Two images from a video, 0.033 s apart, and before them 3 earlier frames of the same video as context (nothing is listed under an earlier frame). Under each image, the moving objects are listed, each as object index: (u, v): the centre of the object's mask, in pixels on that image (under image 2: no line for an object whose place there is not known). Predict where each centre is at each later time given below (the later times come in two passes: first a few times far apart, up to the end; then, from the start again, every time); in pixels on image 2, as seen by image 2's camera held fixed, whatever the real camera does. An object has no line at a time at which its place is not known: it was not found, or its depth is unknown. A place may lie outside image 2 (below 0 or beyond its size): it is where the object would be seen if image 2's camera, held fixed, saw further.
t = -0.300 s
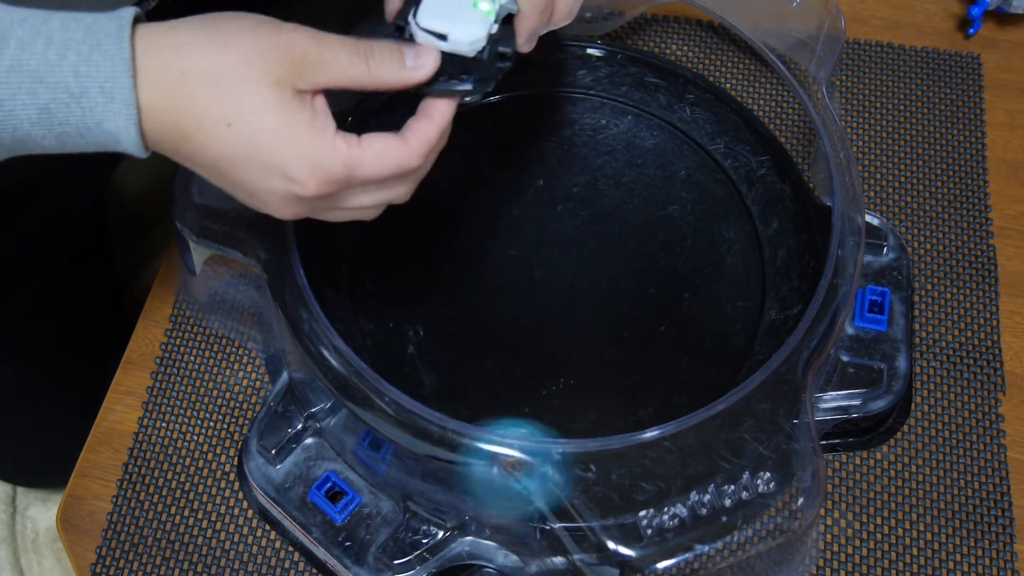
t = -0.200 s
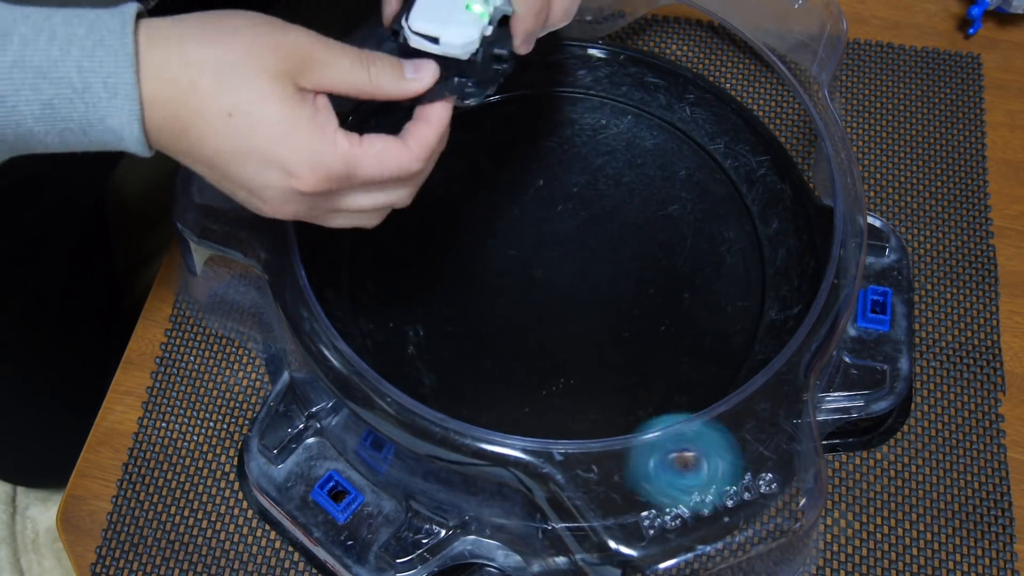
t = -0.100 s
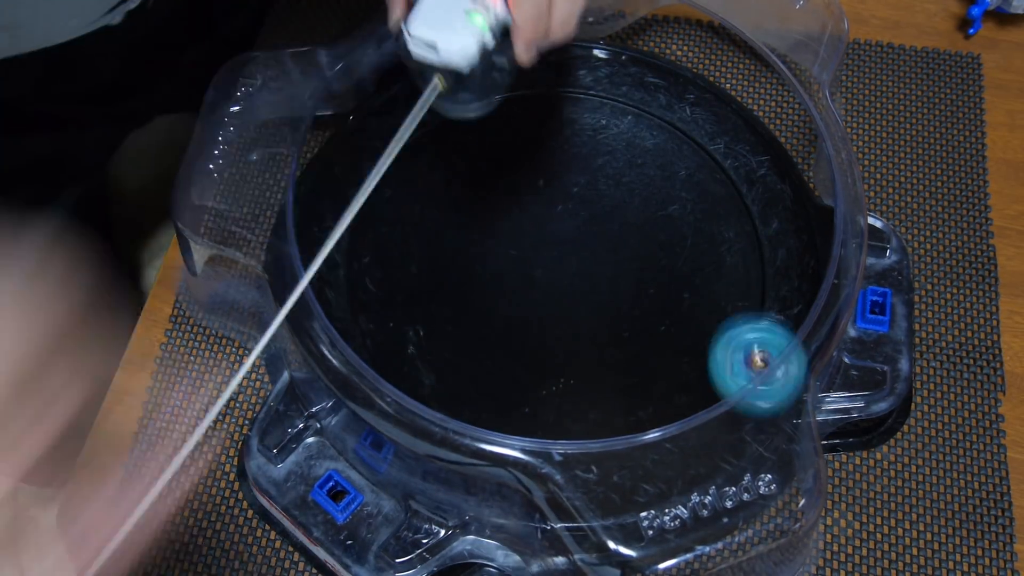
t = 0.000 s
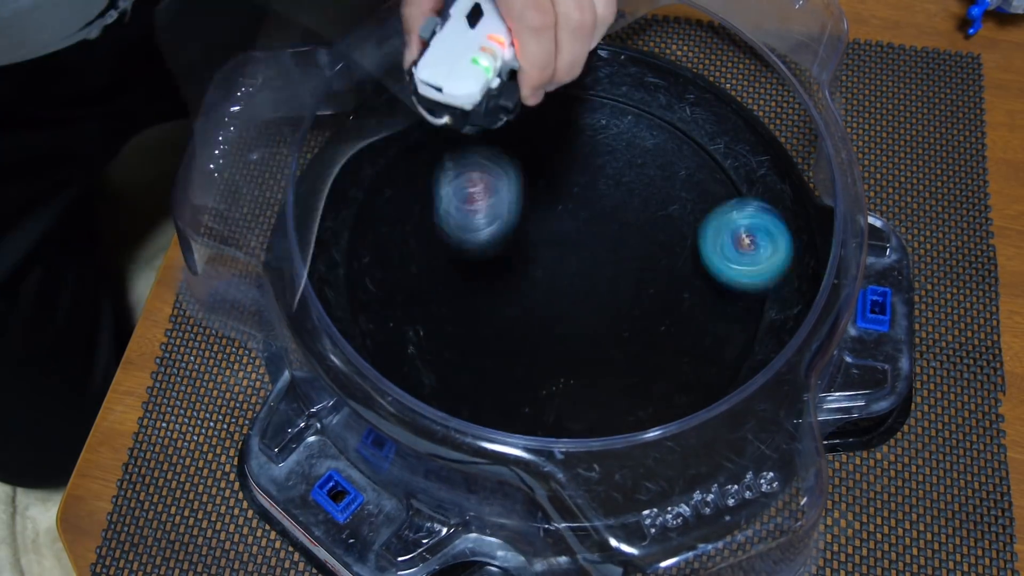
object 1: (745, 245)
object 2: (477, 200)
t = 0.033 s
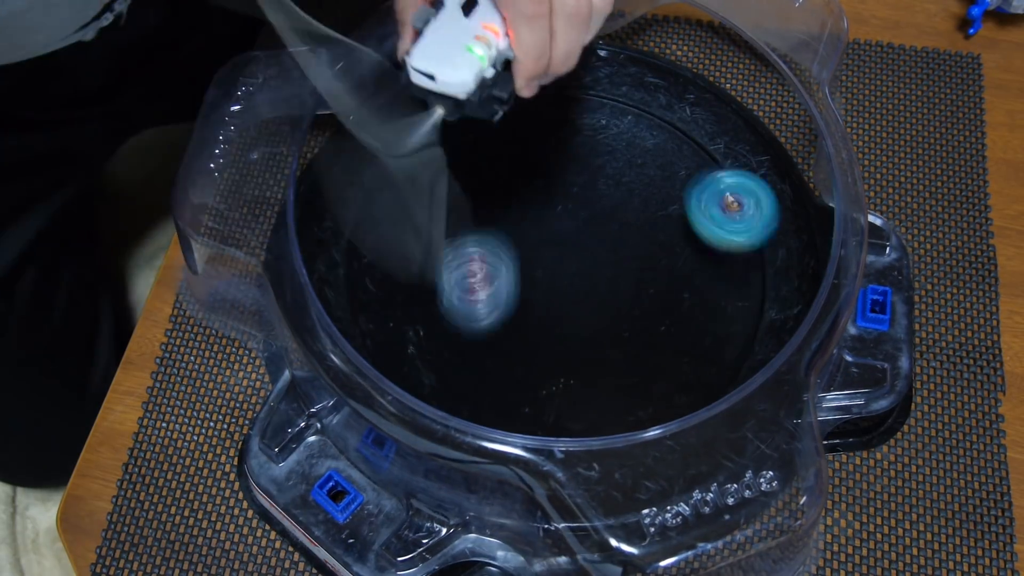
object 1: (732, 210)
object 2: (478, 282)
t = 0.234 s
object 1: (560, 84)
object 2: (528, 393)
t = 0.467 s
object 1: (393, 200)
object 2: (585, 356)
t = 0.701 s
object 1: (500, 388)
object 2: (584, 265)
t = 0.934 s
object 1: (699, 297)
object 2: (500, 224)
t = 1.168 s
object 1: (624, 133)
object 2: (448, 264)
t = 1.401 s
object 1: (458, 174)
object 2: (501, 302)
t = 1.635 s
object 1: (492, 312)
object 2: (577, 246)
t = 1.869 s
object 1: (622, 315)
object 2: (565, 170)
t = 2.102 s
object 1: (647, 232)
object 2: (496, 172)
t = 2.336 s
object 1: (576, 178)
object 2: (491, 250)
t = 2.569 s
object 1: (533, 210)
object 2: (527, 312)
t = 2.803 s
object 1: (585, 233)
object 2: (620, 388)
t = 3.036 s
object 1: (607, 197)
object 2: (694, 327)
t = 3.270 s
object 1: (551, 220)
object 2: (636, 252)
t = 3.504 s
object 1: (511, 292)
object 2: (604, 276)
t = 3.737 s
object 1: (561, 338)
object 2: (609, 258)
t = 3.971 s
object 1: (593, 328)
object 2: (604, 173)
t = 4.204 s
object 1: (554, 268)
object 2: (508, 140)
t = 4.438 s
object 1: (498, 279)
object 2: (459, 159)
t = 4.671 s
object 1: (508, 305)
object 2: (485, 195)
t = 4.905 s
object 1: (570, 275)
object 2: (558, 193)
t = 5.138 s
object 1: (578, 232)
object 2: (605, 139)
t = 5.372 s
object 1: (534, 228)
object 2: (611, 153)
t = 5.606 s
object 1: (542, 270)
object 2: (618, 221)
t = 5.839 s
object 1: (566, 292)
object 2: (676, 259)
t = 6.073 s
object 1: (556, 272)
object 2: (718, 261)
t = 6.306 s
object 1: (532, 248)
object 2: (666, 265)
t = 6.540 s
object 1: (509, 243)
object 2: (583, 306)
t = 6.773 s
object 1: (502, 247)
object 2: (560, 332)
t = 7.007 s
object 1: (558, 237)
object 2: (534, 319)
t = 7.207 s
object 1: (586, 206)
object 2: (516, 294)
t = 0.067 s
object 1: (712, 176)
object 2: (483, 311)
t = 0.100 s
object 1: (687, 147)
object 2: (491, 316)
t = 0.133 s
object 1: (659, 123)
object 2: (499, 331)
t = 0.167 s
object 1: (628, 105)
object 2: (509, 354)
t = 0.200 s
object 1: (594, 92)
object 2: (519, 385)
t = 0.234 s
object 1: (560, 84)
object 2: (528, 393)
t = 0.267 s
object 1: (526, 84)
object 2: (537, 394)
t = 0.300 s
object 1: (496, 91)
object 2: (546, 398)
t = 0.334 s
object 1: (468, 106)
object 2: (553, 396)
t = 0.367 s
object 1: (445, 123)
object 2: (560, 389)
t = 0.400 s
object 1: (423, 145)
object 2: (569, 379)
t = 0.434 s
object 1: (406, 170)
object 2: (577, 368)
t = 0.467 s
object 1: (393, 200)
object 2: (585, 356)
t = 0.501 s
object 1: (386, 232)
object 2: (591, 343)
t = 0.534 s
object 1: (387, 266)
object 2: (596, 330)
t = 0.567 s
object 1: (396, 299)
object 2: (598, 317)
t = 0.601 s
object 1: (412, 330)
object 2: (597, 303)
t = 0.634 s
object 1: (437, 357)
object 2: (595, 289)
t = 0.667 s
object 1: (465, 376)
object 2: (590, 277)
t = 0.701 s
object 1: (500, 388)
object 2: (584, 265)
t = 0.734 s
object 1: (536, 395)
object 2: (574, 255)
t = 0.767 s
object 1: (572, 394)
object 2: (564, 245)
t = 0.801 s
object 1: (607, 386)
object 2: (551, 237)
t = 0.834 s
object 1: (638, 371)
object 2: (539, 231)
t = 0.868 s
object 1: (665, 350)
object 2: (525, 227)
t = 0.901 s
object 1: (686, 325)
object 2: (512, 224)
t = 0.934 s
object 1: (699, 297)
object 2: (500, 224)
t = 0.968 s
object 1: (705, 269)
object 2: (489, 225)
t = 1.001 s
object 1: (706, 239)
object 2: (479, 229)
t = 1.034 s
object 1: (700, 212)
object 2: (470, 234)
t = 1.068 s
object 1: (688, 188)
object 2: (462, 240)
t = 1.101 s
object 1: (669, 165)
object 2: (455, 248)
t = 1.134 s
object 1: (648, 147)
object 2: (451, 256)
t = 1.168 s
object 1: (624, 133)
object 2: (448, 264)
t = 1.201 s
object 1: (596, 125)
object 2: (449, 273)
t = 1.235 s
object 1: (568, 121)
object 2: (451, 282)
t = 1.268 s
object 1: (541, 122)
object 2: (457, 290)
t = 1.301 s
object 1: (515, 128)
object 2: (465, 296)
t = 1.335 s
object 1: (493, 140)
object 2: (476, 300)
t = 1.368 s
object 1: (473, 156)
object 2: (488, 303)
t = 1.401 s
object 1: (458, 174)
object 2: (501, 302)
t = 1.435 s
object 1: (448, 195)
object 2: (513, 300)
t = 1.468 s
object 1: (443, 218)
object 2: (525, 294)
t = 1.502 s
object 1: (444, 241)
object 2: (538, 286)
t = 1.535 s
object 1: (451, 262)
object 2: (550, 278)
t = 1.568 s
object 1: (461, 282)
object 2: (561, 269)
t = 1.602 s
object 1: (475, 299)
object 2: (570, 258)
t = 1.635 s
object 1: (492, 312)
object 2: (577, 246)
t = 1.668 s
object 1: (512, 323)
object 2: (582, 234)
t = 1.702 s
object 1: (533, 329)
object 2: (585, 221)
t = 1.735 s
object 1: (554, 332)
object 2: (584, 208)
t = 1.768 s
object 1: (575, 332)
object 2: (582, 196)
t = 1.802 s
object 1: (593, 328)
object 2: (578, 186)
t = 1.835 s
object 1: (609, 322)
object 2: (572, 177)
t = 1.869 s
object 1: (622, 315)
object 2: (565, 170)
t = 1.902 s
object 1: (633, 304)
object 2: (556, 165)
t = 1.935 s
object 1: (641, 294)
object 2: (547, 162)
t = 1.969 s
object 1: (648, 282)
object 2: (537, 160)
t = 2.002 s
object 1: (651, 269)
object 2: (527, 160)
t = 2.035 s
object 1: (653, 258)
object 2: (516, 162)
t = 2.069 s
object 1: (651, 244)
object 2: (505, 166)
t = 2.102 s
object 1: (647, 232)
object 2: (496, 172)
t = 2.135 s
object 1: (640, 219)
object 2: (490, 181)
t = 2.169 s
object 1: (631, 209)
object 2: (488, 192)
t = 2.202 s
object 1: (619, 199)
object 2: (488, 203)
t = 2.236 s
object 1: (604, 193)
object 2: (492, 214)
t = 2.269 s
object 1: (589, 188)
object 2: (497, 224)
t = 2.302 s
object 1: (575, 185)
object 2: (502, 233)
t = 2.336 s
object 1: (576, 178)
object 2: (491, 250)
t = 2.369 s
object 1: (573, 174)
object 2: (486, 266)
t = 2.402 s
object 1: (567, 173)
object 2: (485, 278)
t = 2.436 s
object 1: (558, 174)
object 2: (489, 288)
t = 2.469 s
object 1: (550, 178)
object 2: (496, 296)
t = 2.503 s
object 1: (542, 187)
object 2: (506, 303)
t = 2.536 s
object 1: (536, 197)
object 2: (516, 308)
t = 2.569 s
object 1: (533, 210)
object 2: (527, 312)
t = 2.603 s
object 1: (533, 224)
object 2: (538, 316)
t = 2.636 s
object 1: (537, 238)
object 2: (549, 318)
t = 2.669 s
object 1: (545, 240)
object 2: (559, 337)
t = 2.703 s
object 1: (554, 238)
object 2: (572, 358)
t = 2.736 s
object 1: (565, 238)
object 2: (587, 374)
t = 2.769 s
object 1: (575, 236)
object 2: (603, 384)
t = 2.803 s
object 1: (585, 233)
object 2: (620, 388)
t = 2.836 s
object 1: (593, 230)
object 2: (636, 388)
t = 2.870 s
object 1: (601, 225)
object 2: (650, 384)
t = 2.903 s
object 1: (606, 219)
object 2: (662, 377)
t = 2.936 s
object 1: (609, 213)
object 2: (673, 368)
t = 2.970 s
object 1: (611, 208)
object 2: (683, 355)
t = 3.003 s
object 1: (609, 201)
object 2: (690, 342)
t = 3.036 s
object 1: (607, 197)
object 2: (694, 327)
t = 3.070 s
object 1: (600, 194)
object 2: (695, 311)
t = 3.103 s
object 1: (593, 193)
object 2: (692, 295)
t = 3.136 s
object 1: (584, 196)
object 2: (684, 281)
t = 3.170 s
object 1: (577, 200)
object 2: (673, 268)
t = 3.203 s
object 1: (570, 208)
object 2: (658, 258)
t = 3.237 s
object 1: (563, 216)
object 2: (642, 251)
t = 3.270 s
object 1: (551, 220)
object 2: (636, 252)
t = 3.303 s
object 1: (540, 227)
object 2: (629, 252)
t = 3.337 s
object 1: (532, 237)
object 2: (622, 255)
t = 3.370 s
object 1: (526, 248)
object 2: (615, 259)
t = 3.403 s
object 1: (517, 259)
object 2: (612, 265)
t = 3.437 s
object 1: (512, 270)
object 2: (610, 270)
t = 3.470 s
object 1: (510, 282)
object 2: (607, 273)
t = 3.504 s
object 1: (511, 292)
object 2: (604, 276)
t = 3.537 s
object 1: (515, 301)
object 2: (601, 276)
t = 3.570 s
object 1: (518, 311)
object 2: (603, 276)
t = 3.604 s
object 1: (525, 318)
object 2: (603, 274)
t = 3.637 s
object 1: (533, 325)
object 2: (604, 271)
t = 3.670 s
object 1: (544, 330)
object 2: (605, 268)
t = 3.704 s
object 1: (552, 335)
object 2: (608, 263)
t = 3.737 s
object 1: (561, 338)
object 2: (609, 258)
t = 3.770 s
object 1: (571, 339)
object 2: (608, 255)
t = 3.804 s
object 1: (581, 336)
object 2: (606, 252)
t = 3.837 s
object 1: (590, 330)
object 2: (604, 250)
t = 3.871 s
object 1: (591, 334)
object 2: (609, 229)
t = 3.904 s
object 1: (592, 336)
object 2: (611, 208)
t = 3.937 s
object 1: (592, 334)
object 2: (610, 188)
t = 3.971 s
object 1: (593, 328)
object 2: (604, 173)
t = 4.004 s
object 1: (594, 321)
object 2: (596, 161)
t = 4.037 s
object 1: (591, 313)
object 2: (585, 153)
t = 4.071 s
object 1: (587, 303)
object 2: (571, 146)
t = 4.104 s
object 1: (581, 294)
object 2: (557, 141)
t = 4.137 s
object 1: (574, 285)
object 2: (541, 138)
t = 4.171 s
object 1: (564, 276)
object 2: (524, 137)
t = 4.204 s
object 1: (554, 268)
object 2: (508, 140)
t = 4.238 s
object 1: (544, 261)
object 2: (493, 146)
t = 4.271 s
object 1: (534, 255)
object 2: (481, 155)
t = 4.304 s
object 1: (522, 250)
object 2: (472, 167)
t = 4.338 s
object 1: (512, 250)
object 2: (469, 177)
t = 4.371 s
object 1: (507, 260)
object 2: (463, 167)
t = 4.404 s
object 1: (503, 270)
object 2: (459, 163)
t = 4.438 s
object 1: (498, 279)
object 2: (459, 159)
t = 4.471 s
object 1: (493, 285)
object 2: (461, 157)
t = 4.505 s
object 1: (490, 290)
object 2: (463, 159)
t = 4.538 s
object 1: (489, 295)
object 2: (467, 164)
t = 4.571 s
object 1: (491, 300)
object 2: (471, 170)
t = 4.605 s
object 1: (494, 304)
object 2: (475, 178)
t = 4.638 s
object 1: (500, 306)
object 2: (479, 186)
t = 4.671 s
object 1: (508, 305)
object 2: (485, 195)
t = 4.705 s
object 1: (517, 303)
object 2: (493, 203)
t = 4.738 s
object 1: (527, 299)
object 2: (503, 211)
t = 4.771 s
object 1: (535, 295)
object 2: (515, 214)
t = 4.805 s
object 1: (545, 294)
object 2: (526, 210)
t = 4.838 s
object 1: (555, 290)
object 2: (537, 204)
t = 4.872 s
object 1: (563, 282)
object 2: (547, 199)
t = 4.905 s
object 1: (570, 275)
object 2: (558, 193)
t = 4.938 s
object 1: (577, 271)
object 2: (569, 181)
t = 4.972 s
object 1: (582, 266)
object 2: (579, 171)
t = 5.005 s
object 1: (584, 260)
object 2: (585, 162)
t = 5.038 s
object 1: (585, 253)
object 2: (591, 154)
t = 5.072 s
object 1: (584, 246)
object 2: (597, 148)
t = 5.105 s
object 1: (582, 239)
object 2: (602, 143)
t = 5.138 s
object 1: (578, 232)
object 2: (605, 139)
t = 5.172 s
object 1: (574, 227)
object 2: (607, 137)
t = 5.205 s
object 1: (568, 223)
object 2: (609, 137)
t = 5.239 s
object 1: (562, 221)
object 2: (611, 137)
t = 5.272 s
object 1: (554, 220)
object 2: (611, 139)
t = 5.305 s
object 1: (547, 221)
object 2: (611, 143)
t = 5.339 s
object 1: (540, 224)
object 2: (612, 148)
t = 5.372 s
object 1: (534, 228)
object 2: (611, 153)
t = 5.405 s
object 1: (530, 233)
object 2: (610, 161)
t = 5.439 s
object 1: (528, 239)
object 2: (610, 170)
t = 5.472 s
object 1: (527, 245)
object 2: (611, 179)
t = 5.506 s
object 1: (528, 252)
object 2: (612, 188)
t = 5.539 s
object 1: (531, 259)
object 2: (613, 199)
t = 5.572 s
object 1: (536, 265)
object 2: (616, 211)
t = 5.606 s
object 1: (542, 270)
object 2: (618, 221)
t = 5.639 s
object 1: (547, 275)
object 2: (624, 231)
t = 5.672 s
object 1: (550, 280)
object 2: (632, 238)
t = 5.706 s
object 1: (555, 285)
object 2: (638, 243)
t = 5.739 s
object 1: (561, 289)
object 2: (644, 248)
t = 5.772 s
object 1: (567, 291)
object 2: (649, 253)
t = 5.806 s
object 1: (569, 292)
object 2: (660, 258)
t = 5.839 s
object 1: (566, 292)
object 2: (676, 259)
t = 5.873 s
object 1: (565, 291)
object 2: (688, 261)
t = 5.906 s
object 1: (564, 289)
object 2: (700, 262)
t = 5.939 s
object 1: (563, 286)
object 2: (708, 262)
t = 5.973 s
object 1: (562, 283)
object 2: (713, 263)
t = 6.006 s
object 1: (560, 279)
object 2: (718, 262)
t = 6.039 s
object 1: (558, 276)
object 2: (718, 261)
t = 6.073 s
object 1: (556, 272)
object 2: (718, 261)
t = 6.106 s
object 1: (554, 268)
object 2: (717, 261)
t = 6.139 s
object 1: (550, 264)
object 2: (712, 260)
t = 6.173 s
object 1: (547, 260)
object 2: (706, 259)
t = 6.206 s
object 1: (543, 256)
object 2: (699, 259)
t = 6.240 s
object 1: (540, 253)
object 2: (689, 260)
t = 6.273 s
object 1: (536, 250)
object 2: (679, 262)
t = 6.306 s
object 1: (532, 248)
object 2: (666, 265)
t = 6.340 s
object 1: (528, 246)
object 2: (653, 269)
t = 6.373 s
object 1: (525, 245)
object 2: (640, 274)
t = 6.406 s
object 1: (521, 245)
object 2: (626, 279)
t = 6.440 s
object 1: (518, 245)
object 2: (613, 284)
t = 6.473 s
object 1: (516, 245)
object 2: (599, 289)
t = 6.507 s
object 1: (515, 246)
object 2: (587, 294)
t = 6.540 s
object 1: (509, 243)
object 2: (583, 306)
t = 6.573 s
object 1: (504, 240)
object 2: (581, 316)
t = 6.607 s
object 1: (499, 239)
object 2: (577, 323)
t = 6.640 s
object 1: (496, 238)
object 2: (574, 327)
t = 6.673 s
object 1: (495, 239)
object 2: (570, 330)
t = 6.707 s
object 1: (495, 241)
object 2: (567, 332)
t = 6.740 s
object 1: (497, 244)
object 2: (564, 332)
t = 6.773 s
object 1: (502, 247)
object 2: (560, 332)
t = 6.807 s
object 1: (508, 249)
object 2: (557, 331)
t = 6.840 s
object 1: (515, 249)
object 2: (553, 330)
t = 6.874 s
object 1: (524, 248)
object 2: (550, 328)
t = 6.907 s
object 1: (532, 246)
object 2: (545, 326)
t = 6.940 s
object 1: (541, 244)
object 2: (542, 324)
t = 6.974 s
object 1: (550, 241)
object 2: (538, 322)
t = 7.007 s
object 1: (558, 237)
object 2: (534, 319)
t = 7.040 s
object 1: (565, 233)
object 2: (530, 315)
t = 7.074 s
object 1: (572, 228)
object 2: (527, 312)
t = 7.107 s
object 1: (578, 222)
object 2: (523, 307)
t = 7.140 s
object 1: (582, 217)
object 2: (521, 303)
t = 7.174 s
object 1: (584, 211)
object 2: (518, 298)
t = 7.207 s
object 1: (586, 206)
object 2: (516, 294)
